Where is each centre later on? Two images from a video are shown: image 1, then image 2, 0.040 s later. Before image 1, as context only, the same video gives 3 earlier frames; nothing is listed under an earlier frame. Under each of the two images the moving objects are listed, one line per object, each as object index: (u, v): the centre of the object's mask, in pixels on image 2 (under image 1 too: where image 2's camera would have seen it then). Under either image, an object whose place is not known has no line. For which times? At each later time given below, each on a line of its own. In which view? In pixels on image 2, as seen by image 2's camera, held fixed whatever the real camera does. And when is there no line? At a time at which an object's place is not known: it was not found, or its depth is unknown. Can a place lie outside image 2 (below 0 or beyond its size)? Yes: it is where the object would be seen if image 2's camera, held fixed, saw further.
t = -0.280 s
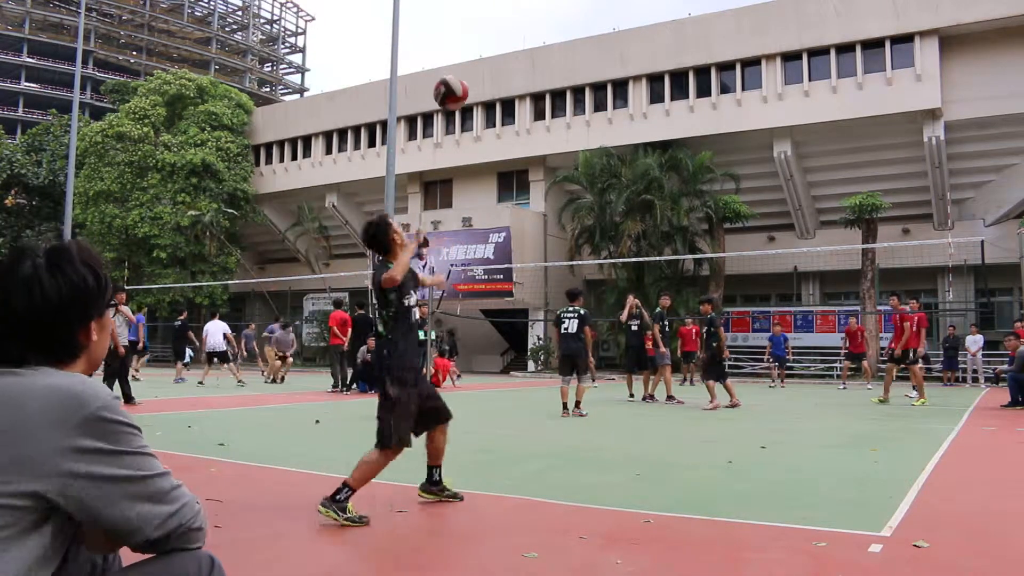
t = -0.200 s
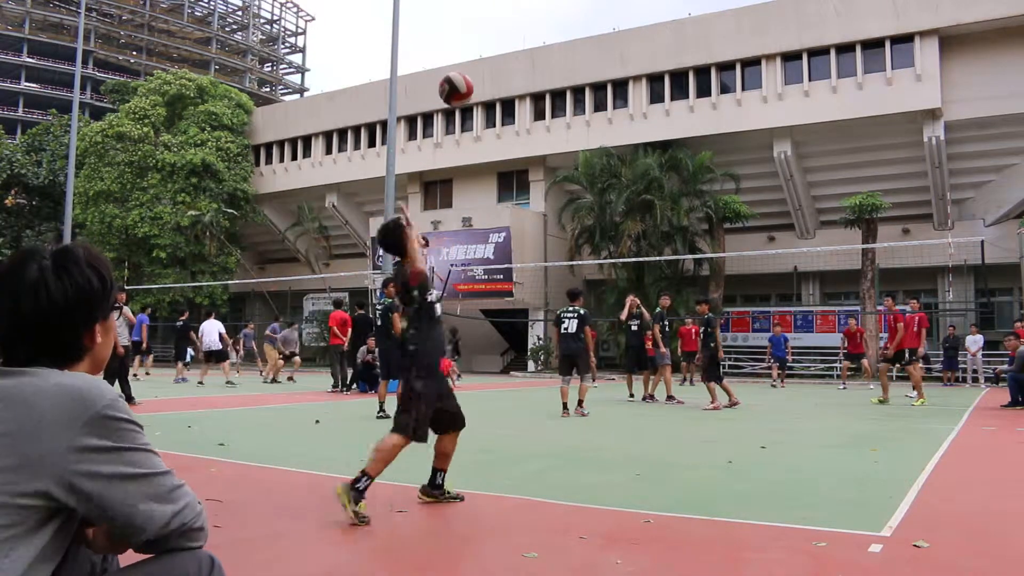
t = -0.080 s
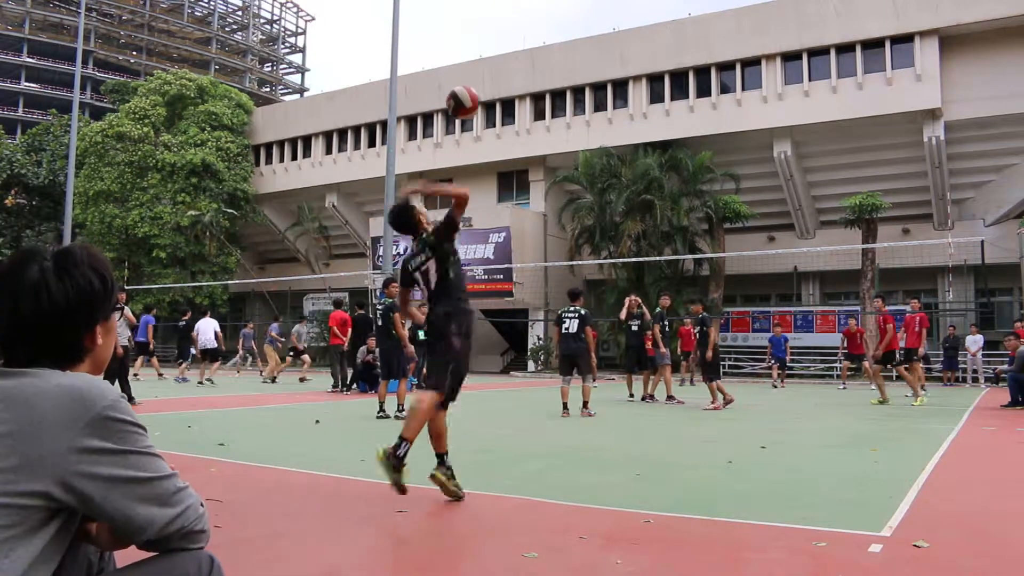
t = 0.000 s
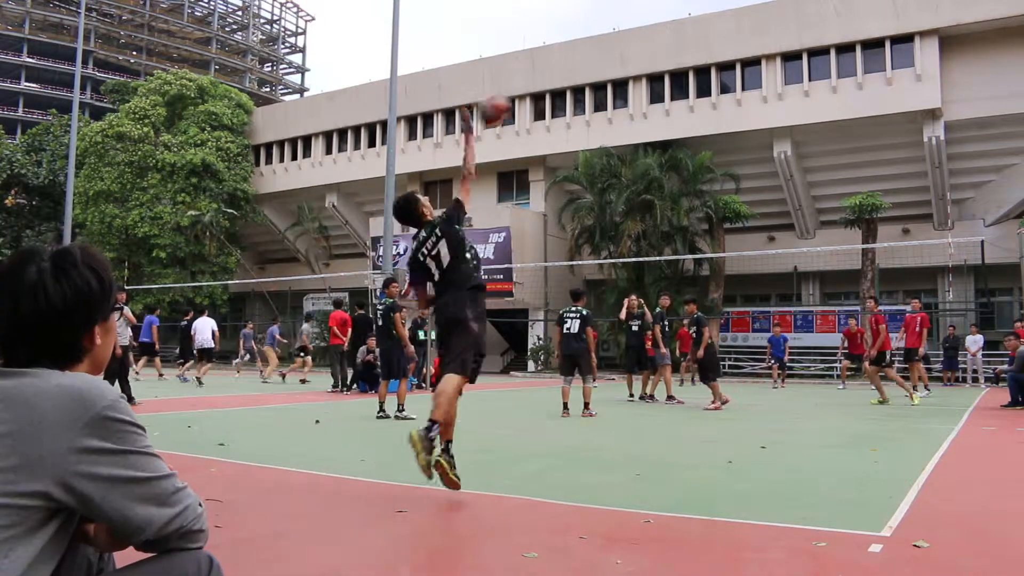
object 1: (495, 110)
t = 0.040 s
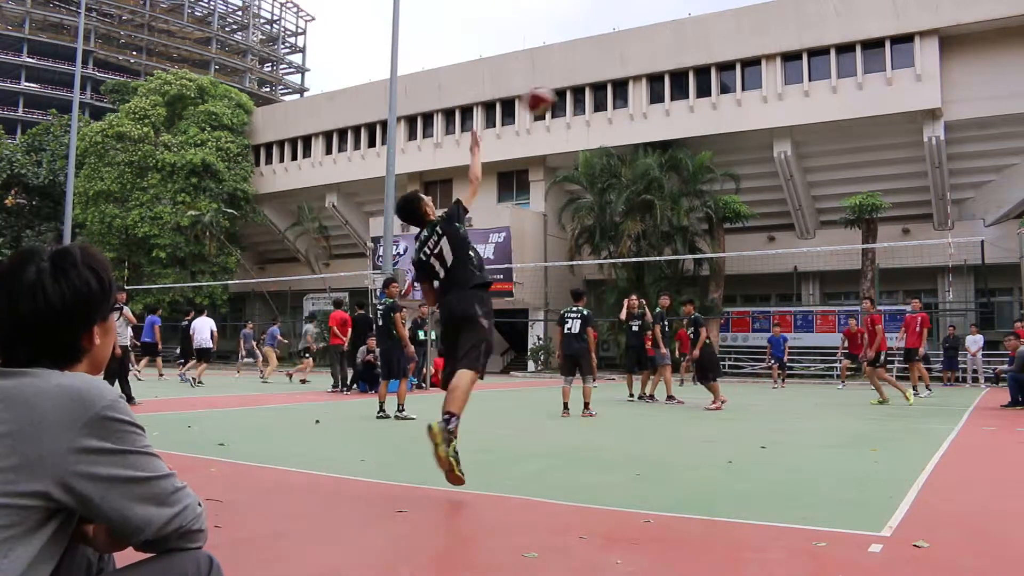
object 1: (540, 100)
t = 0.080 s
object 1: (577, 93)
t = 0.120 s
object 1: (612, 88)
